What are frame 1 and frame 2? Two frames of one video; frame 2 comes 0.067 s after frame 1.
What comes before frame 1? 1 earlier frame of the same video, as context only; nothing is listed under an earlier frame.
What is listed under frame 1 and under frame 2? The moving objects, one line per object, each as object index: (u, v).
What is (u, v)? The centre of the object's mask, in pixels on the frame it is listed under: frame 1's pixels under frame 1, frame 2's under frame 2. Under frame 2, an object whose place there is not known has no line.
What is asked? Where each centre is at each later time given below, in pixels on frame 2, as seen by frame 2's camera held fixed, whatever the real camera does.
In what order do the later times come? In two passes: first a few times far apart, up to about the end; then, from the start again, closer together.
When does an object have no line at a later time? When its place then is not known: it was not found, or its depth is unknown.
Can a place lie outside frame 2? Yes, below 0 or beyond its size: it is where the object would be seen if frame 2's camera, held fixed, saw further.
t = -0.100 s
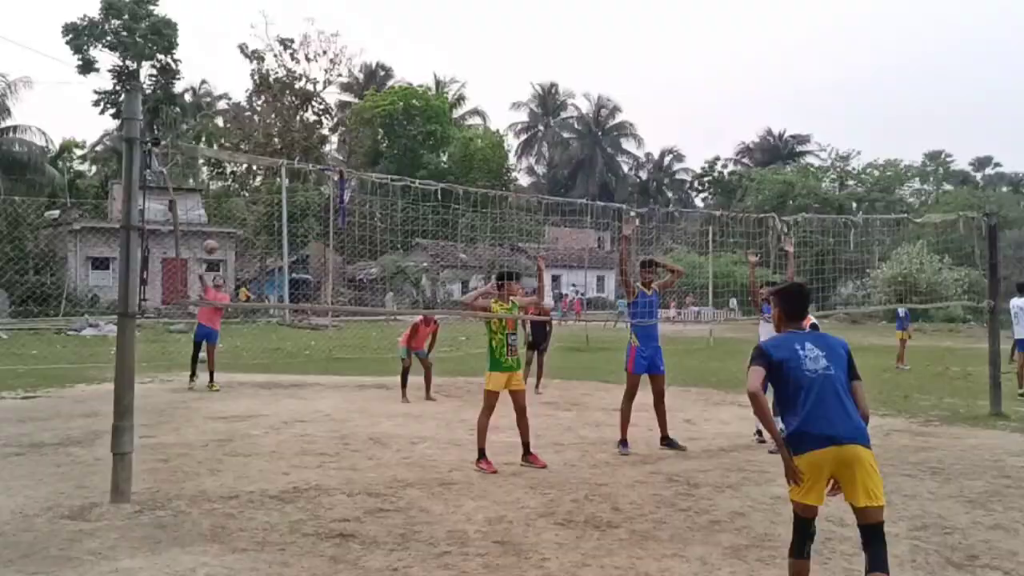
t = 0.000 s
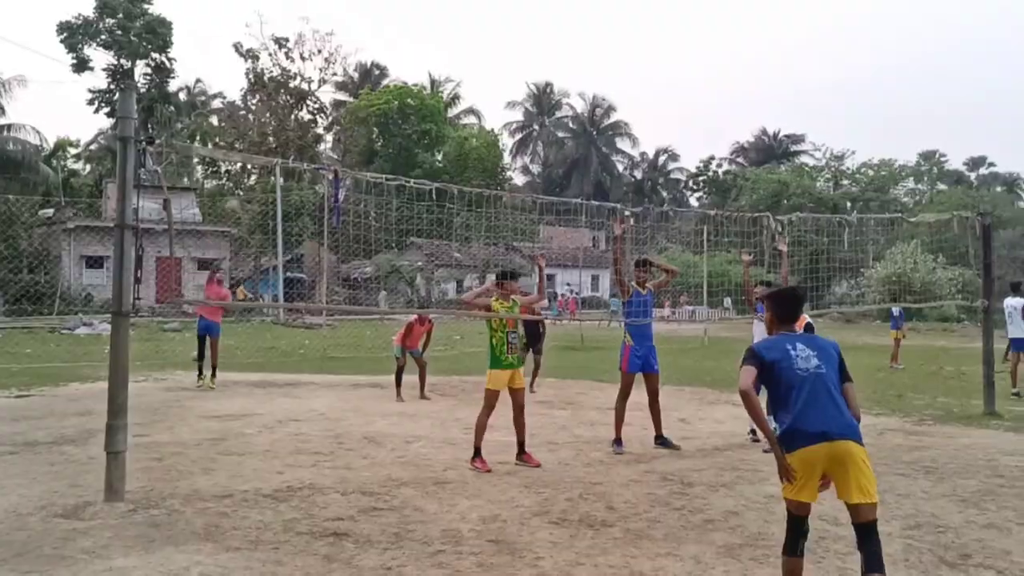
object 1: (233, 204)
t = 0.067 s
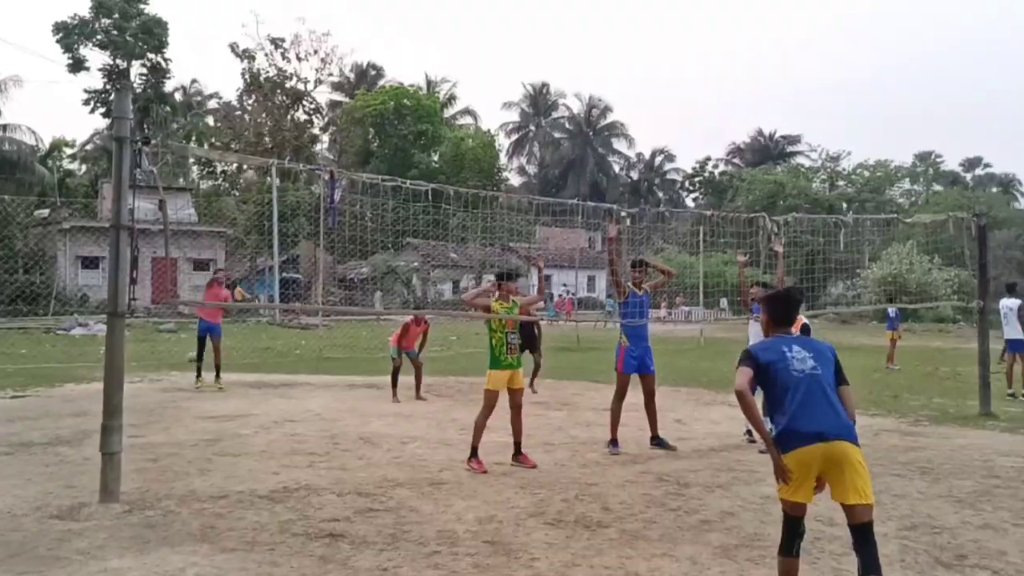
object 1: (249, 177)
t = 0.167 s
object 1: (277, 143)
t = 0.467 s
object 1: (403, 34)
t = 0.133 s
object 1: (272, 148)
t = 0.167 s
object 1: (277, 143)
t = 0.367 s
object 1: (358, 66)
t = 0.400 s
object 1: (366, 61)
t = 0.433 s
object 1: (388, 43)
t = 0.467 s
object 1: (403, 34)
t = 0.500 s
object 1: (418, 25)
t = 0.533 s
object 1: (434, 16)
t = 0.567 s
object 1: (450, 8)
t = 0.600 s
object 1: (467, 1)
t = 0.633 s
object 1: (485, -6)
